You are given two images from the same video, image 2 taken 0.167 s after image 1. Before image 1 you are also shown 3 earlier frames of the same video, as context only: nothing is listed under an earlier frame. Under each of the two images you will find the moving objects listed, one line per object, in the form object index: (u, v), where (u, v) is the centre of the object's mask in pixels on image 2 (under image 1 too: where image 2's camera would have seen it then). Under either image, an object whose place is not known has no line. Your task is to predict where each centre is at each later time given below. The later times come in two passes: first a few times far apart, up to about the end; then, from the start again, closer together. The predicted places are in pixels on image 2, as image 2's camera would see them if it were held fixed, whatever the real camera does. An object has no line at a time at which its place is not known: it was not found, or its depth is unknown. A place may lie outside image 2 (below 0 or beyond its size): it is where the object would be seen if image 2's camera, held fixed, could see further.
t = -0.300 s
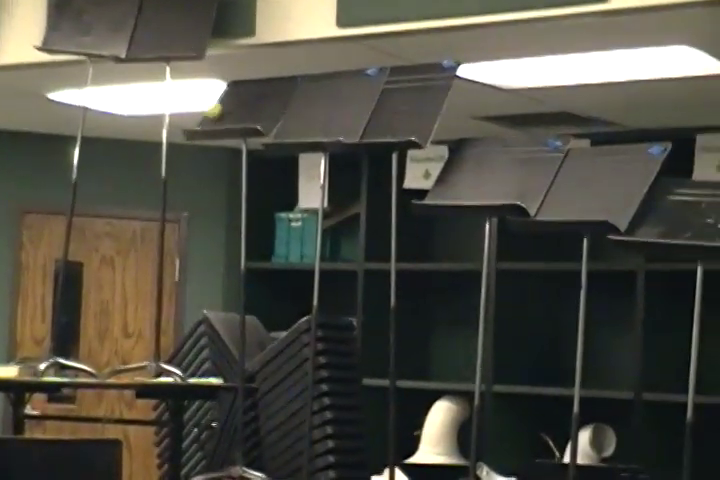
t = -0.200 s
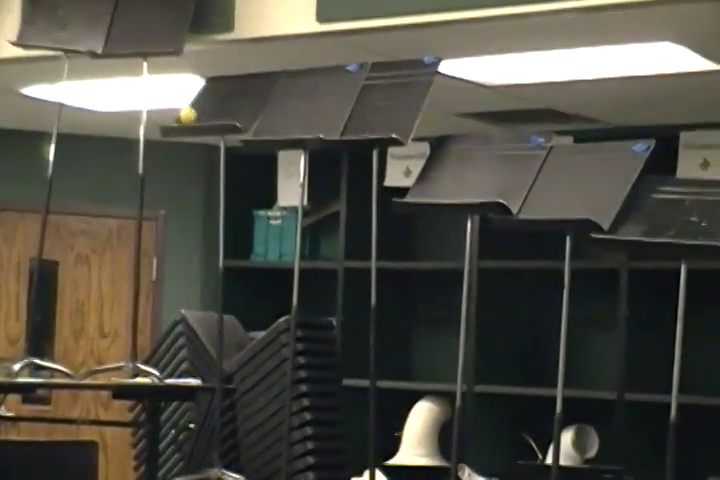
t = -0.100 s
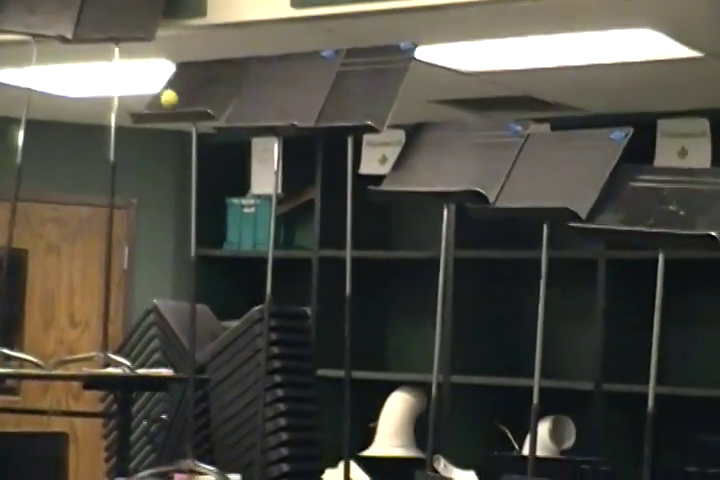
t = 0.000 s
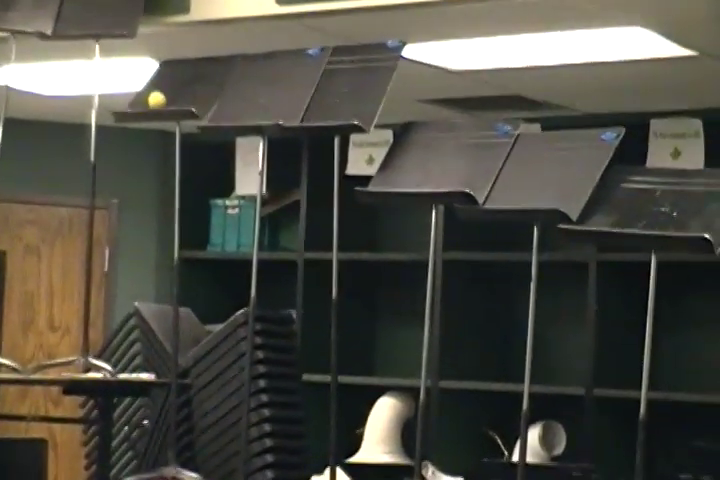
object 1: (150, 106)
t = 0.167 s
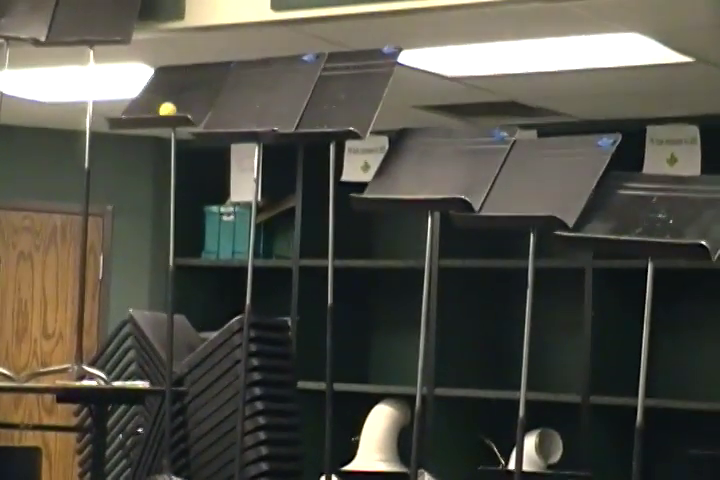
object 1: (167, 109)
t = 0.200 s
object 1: (170, 109)
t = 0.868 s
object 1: (224, 121)
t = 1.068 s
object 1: (242, 122)
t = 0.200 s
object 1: (170, 109)
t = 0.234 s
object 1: (173, 109)
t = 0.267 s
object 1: (176, 109)
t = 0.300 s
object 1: (179, 109)
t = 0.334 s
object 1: (182, 110)
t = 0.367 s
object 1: (185, 110)
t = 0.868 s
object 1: (224, 121)
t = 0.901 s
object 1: (227, 122)
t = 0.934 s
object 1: (229, 122)
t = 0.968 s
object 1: (232, 122)
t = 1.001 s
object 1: (235, 122)
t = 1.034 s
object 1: (239, 122)
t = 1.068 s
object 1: (242, 122)
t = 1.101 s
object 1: (245, 121)
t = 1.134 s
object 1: (248, 121)
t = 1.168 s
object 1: (252, 122)
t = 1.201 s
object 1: (255, 122)
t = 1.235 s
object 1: (259, 122)
